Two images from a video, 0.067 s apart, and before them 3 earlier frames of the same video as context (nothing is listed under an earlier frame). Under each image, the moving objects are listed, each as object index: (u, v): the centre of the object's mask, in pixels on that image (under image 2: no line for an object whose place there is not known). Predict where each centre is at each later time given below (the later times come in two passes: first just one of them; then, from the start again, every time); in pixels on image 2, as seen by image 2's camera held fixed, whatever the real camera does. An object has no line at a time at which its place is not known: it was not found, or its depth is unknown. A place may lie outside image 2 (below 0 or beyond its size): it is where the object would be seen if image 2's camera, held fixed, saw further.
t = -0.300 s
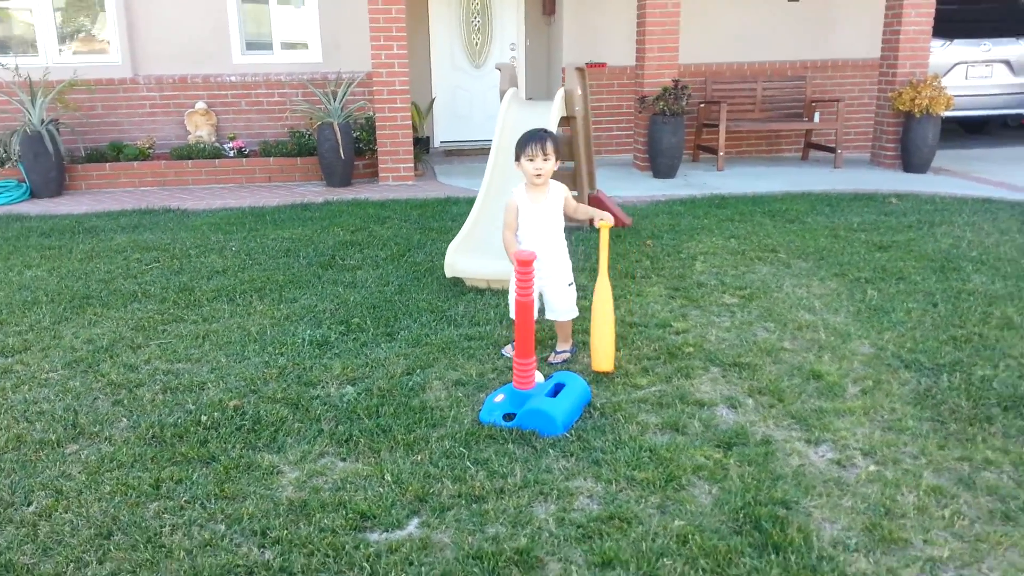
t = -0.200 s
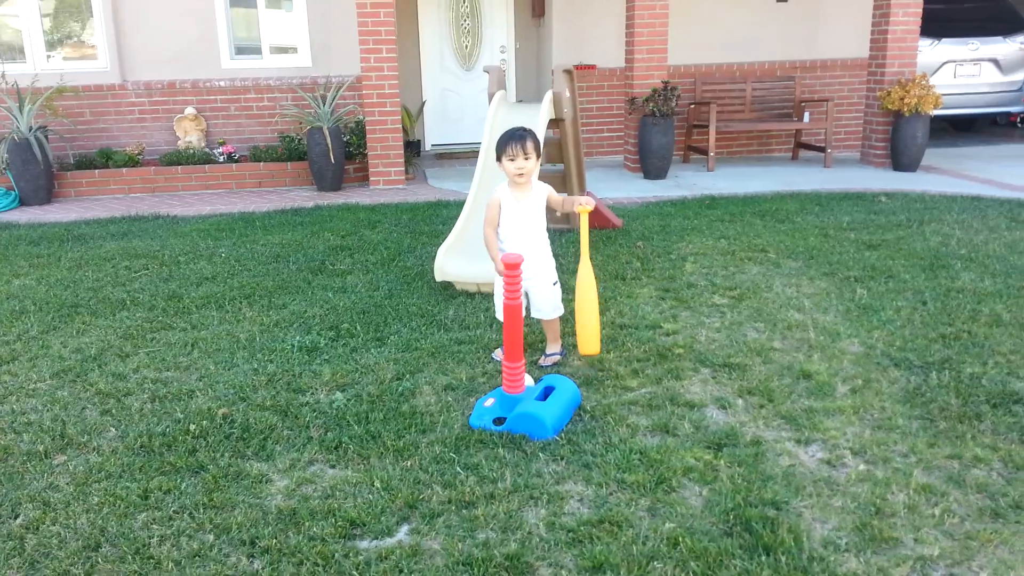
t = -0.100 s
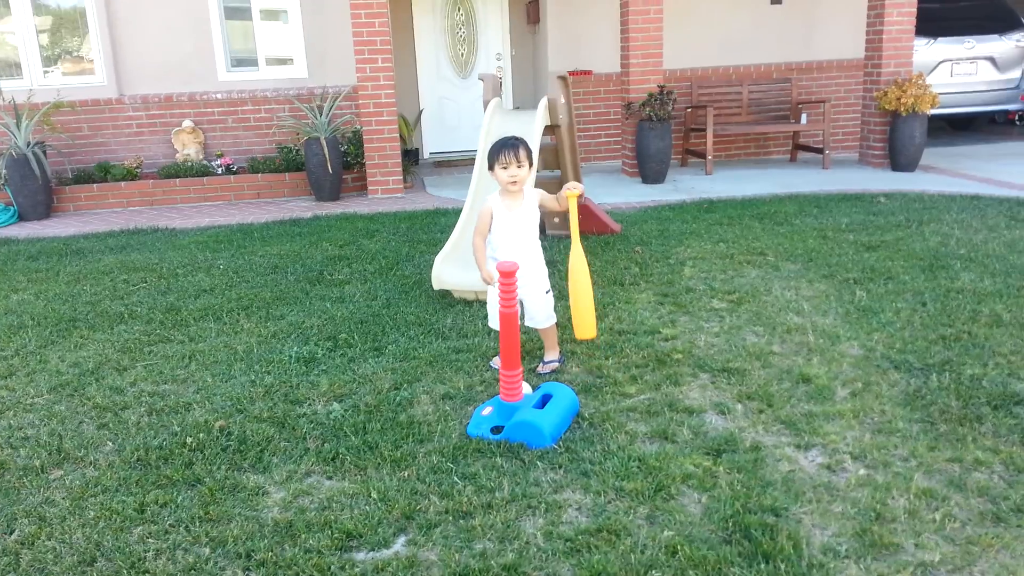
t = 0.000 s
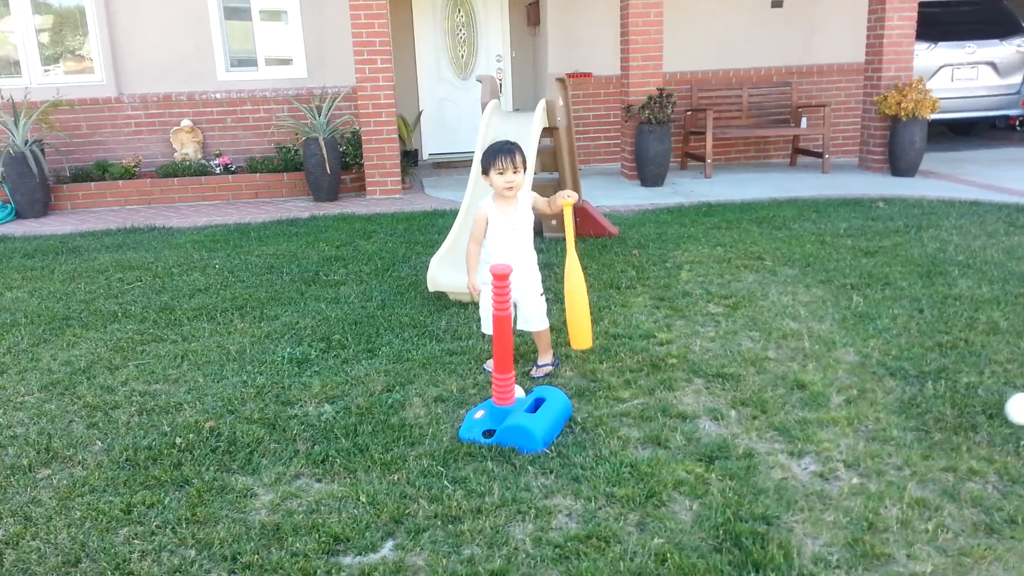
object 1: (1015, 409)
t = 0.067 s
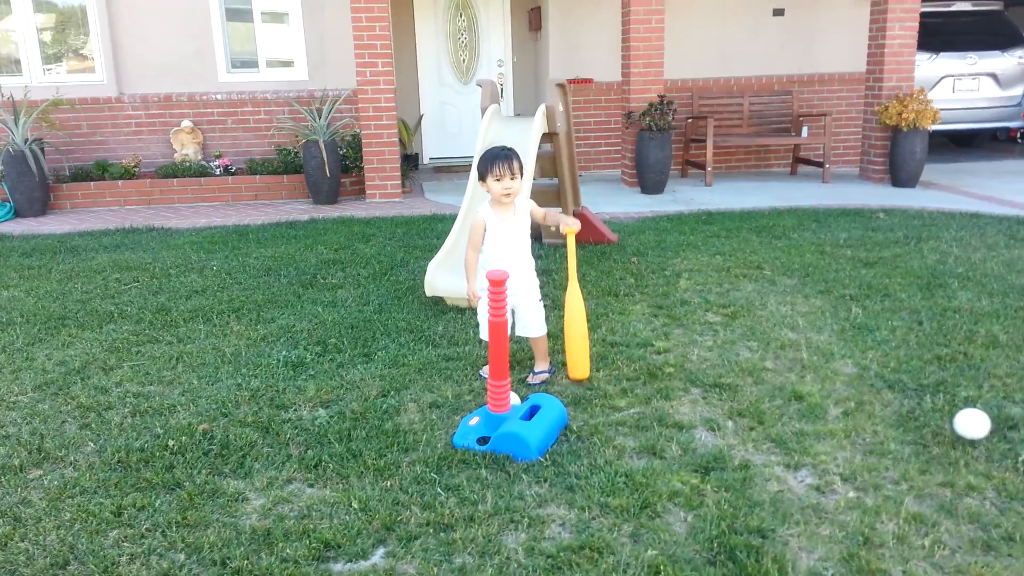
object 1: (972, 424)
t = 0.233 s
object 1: (873, 399)
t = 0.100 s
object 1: (952, 413)
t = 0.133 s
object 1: (932, 403)
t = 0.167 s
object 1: (911, 399)
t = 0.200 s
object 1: (891, 398)
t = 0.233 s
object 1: (873, 399)
